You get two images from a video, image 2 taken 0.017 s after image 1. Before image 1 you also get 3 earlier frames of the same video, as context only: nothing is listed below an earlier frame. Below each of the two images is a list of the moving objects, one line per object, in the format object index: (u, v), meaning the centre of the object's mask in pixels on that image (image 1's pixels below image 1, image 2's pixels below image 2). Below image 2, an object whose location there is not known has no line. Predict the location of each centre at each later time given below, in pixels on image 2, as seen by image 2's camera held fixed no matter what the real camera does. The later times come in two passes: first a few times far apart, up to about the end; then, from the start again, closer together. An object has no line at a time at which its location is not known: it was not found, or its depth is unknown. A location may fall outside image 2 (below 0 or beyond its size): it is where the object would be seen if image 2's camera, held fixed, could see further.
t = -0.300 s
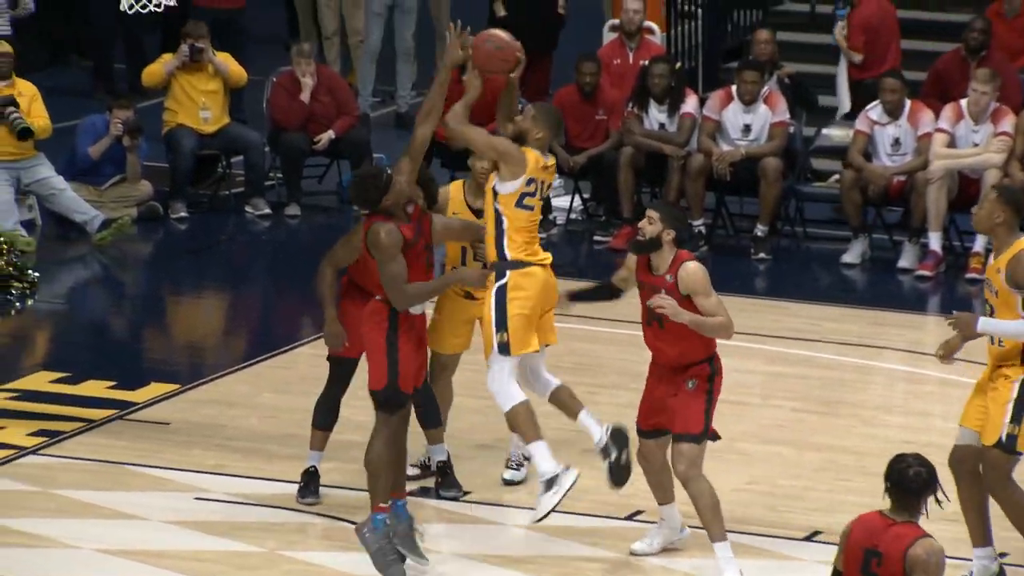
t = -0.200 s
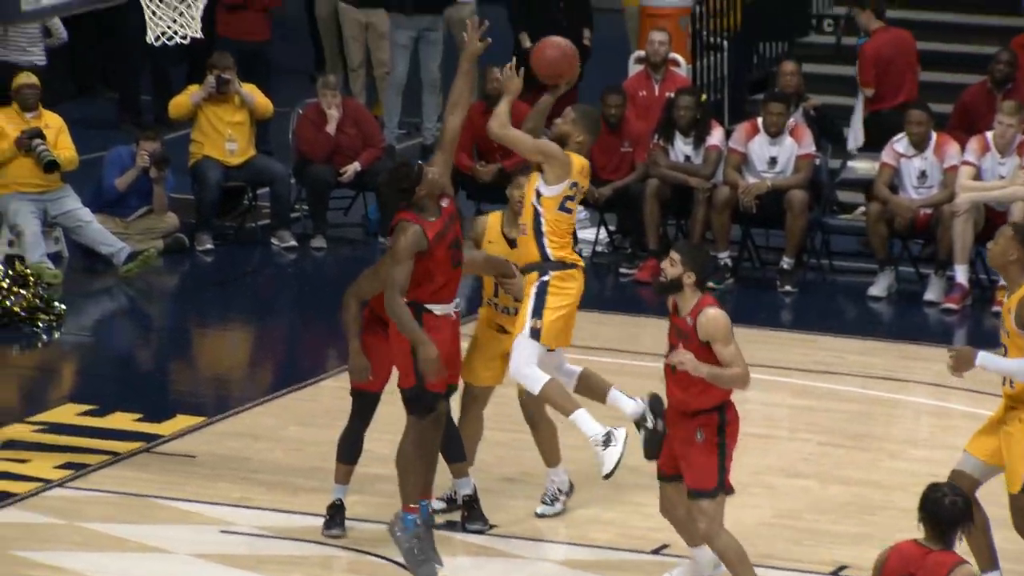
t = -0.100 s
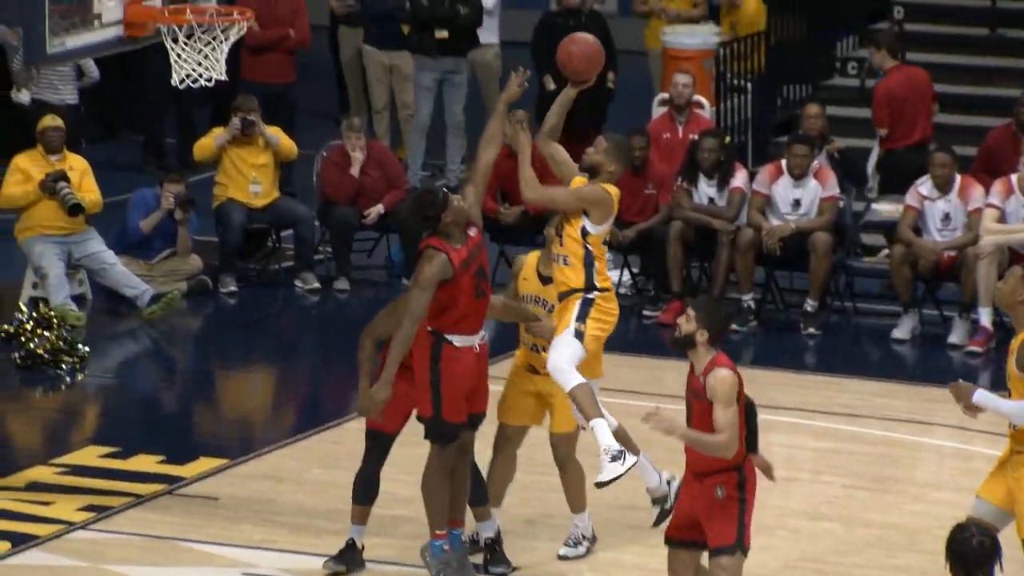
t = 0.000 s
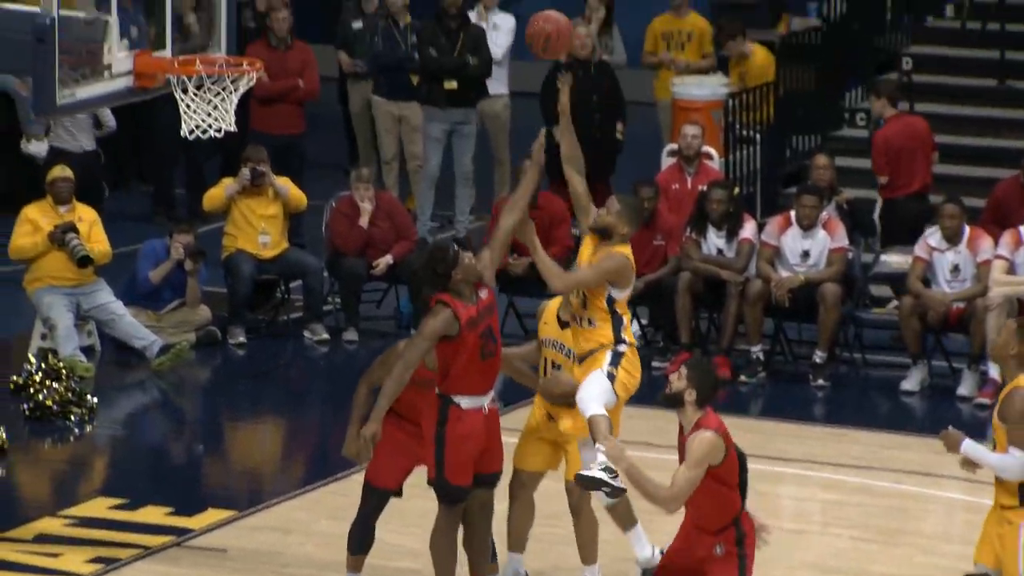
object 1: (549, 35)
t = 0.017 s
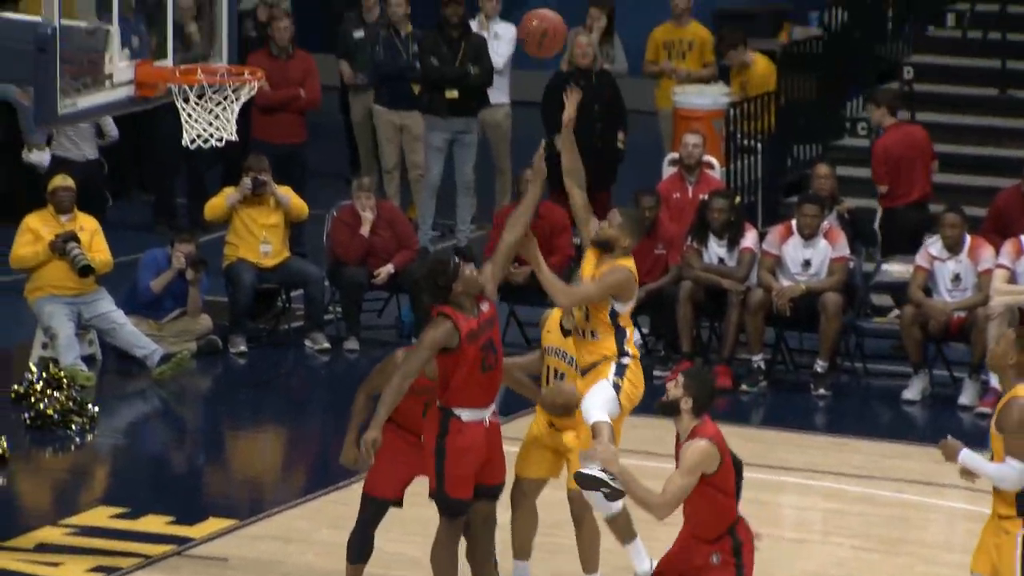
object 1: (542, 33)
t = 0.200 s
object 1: (453, -47)
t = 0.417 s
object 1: (342, -59)
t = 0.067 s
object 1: (517, 4)
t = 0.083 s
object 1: (509, -5)
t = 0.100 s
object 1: (500, -13)
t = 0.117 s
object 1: (492, -20)
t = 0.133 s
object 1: (485, -26)
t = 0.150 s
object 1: (476, -32)
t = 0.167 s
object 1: (468, -38)
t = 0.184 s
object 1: (460, -43)
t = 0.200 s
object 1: (453, -47)
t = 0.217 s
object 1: (444, -51)
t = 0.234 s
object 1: (435, -54)
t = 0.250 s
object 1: (427, -57)
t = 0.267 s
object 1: (422, -62)
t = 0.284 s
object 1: (414, -63)
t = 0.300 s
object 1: (405, -64)
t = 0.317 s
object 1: (398, -64)
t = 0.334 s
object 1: (388, -64)
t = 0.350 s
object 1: (379, -63)
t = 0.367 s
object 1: (370, -63)
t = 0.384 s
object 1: (360, -62)
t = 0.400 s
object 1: (352, -61)
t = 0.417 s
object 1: (342, -59)
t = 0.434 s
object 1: (334, -57)
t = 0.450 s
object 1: (324, -54)
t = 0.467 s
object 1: (316, -51)
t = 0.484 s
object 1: (307, -46)
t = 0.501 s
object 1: (298, -40)
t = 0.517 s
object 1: (288, -32)
